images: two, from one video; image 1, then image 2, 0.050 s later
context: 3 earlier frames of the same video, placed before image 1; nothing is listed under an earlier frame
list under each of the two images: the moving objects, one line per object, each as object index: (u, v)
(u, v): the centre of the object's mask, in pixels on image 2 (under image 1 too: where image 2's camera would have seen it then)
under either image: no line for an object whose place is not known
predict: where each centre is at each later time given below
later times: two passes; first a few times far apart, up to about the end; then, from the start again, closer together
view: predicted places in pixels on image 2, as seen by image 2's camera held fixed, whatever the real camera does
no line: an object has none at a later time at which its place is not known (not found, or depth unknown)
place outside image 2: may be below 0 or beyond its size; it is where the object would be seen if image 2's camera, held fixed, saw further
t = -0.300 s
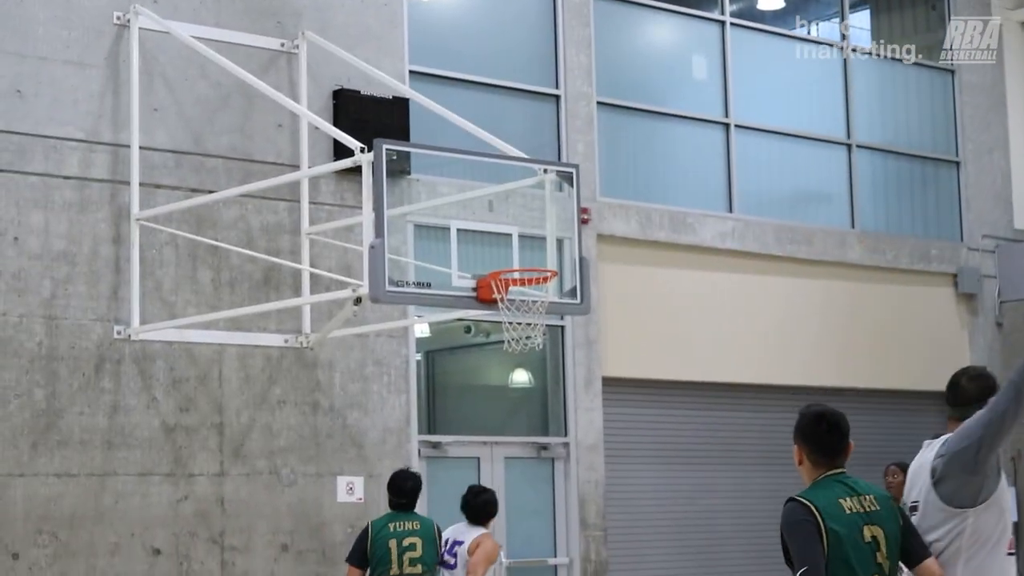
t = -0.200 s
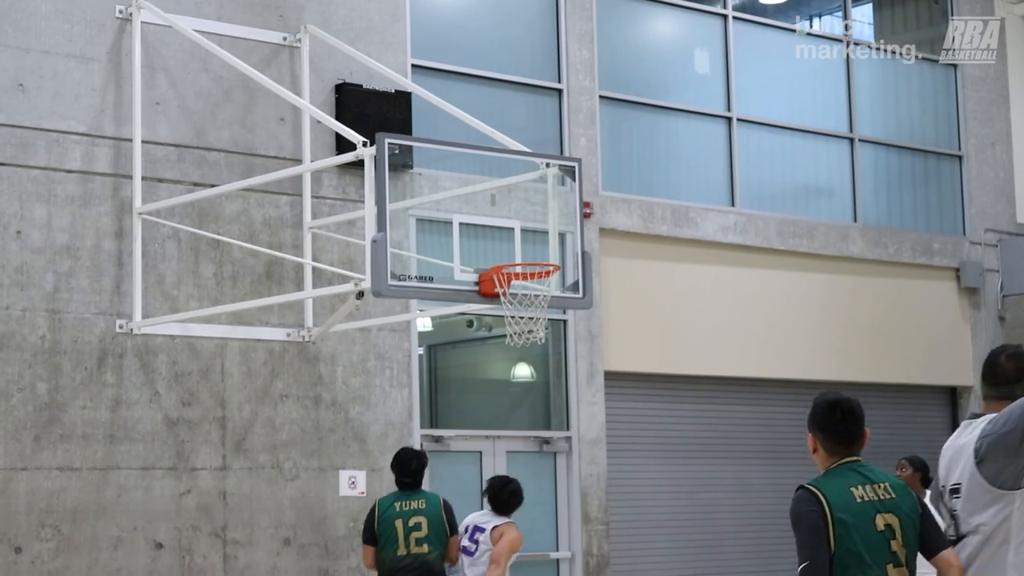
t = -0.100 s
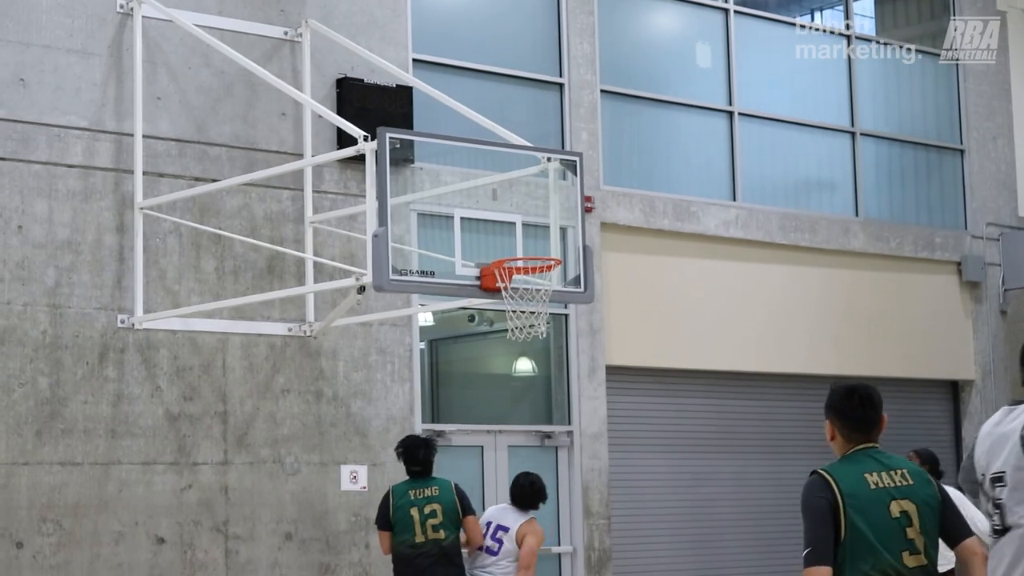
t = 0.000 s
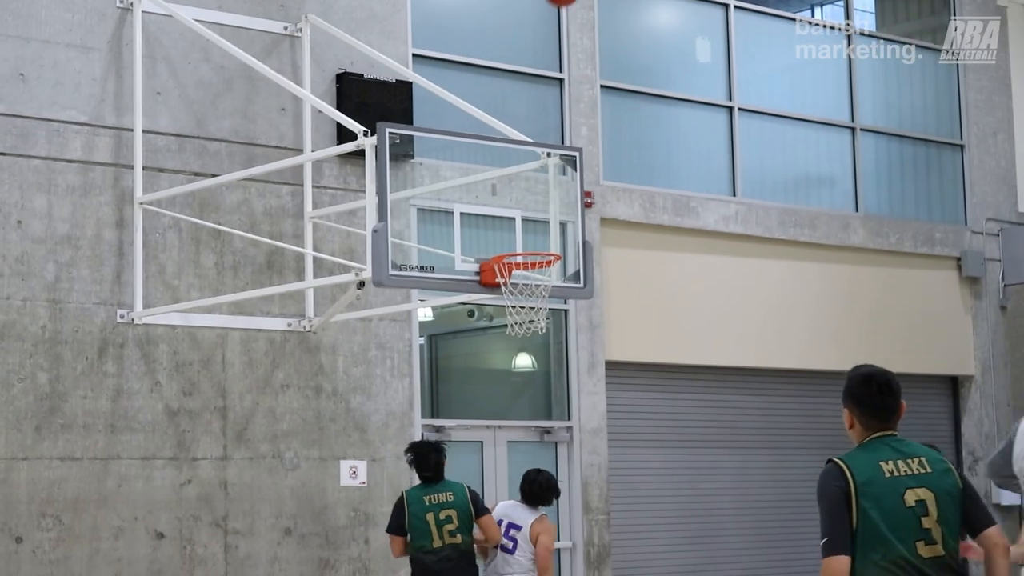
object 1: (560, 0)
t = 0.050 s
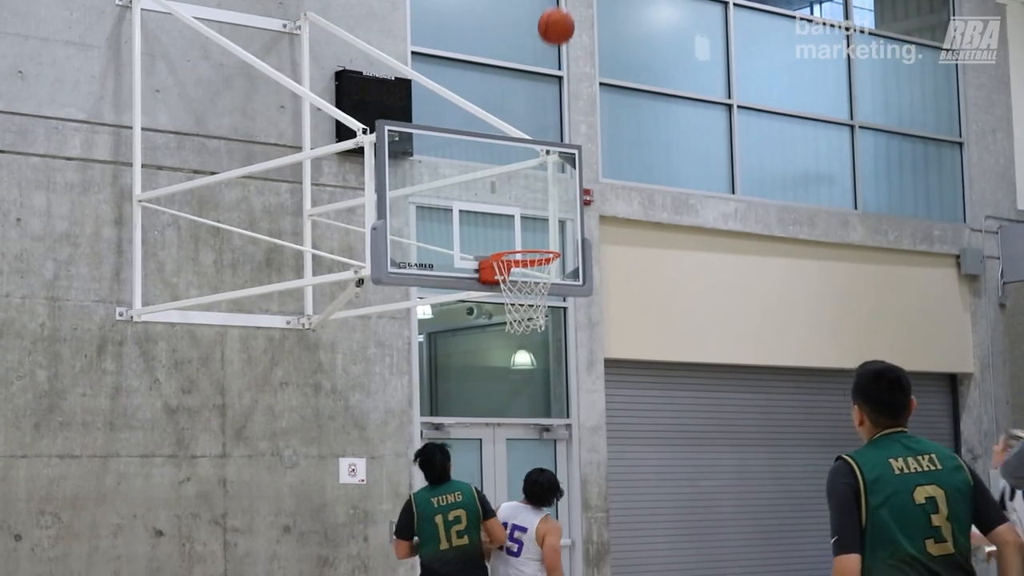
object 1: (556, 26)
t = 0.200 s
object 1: (545, 163)
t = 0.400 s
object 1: (531, 312)
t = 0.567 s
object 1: (515, 382)
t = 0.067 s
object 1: (554, 41)
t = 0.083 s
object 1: (553, 55)
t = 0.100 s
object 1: (552, 70)
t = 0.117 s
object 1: (550, 85)
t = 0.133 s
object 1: (549, 100)
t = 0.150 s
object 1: (548, 115)
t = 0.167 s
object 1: (547, 131)
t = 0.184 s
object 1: (546, 147)
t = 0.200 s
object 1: (545, 163)
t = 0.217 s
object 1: (544, 179)
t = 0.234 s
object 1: (543, 196)
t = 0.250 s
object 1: (542, 213)
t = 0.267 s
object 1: (541, 230)
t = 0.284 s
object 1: (540, 242)
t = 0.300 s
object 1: (539, 266)
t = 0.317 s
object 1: (538, 282)
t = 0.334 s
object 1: (537, 293)
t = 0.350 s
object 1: (537, 299)
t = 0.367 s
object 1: (535, 302)
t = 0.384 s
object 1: (533, 307)
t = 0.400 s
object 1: (531, 312)
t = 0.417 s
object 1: (529, 318)
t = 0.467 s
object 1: (524, 336)
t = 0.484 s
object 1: (522, 343)
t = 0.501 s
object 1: (521, 350)
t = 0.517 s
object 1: (519, 357)
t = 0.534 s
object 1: (518, 365)
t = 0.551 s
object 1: (516, 374)
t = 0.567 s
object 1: (515, 382)
